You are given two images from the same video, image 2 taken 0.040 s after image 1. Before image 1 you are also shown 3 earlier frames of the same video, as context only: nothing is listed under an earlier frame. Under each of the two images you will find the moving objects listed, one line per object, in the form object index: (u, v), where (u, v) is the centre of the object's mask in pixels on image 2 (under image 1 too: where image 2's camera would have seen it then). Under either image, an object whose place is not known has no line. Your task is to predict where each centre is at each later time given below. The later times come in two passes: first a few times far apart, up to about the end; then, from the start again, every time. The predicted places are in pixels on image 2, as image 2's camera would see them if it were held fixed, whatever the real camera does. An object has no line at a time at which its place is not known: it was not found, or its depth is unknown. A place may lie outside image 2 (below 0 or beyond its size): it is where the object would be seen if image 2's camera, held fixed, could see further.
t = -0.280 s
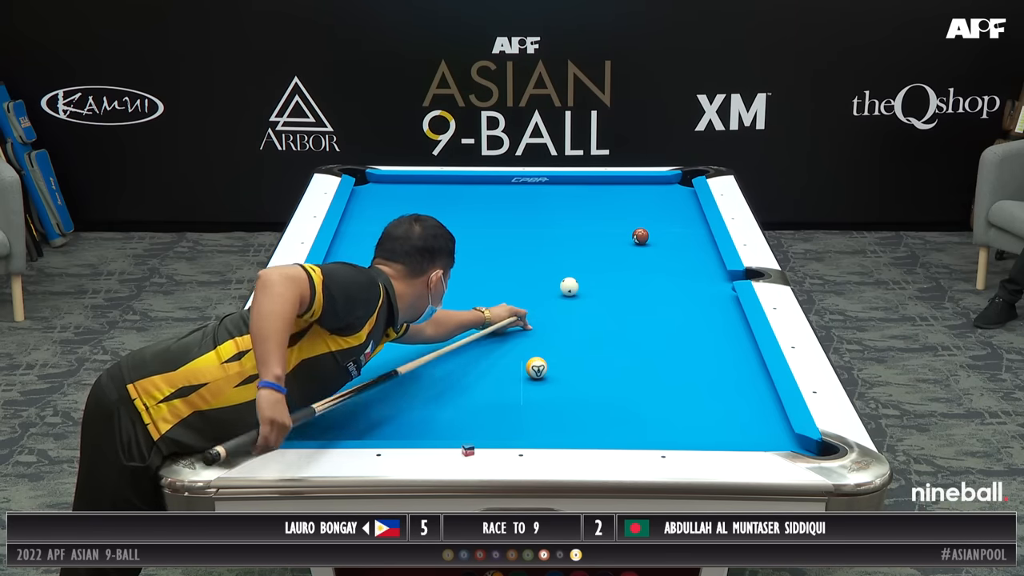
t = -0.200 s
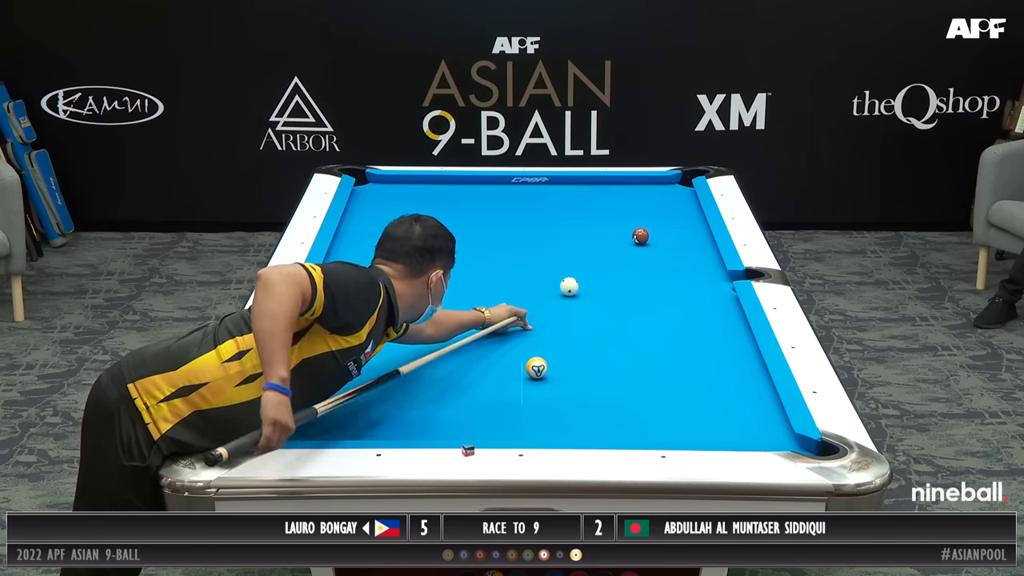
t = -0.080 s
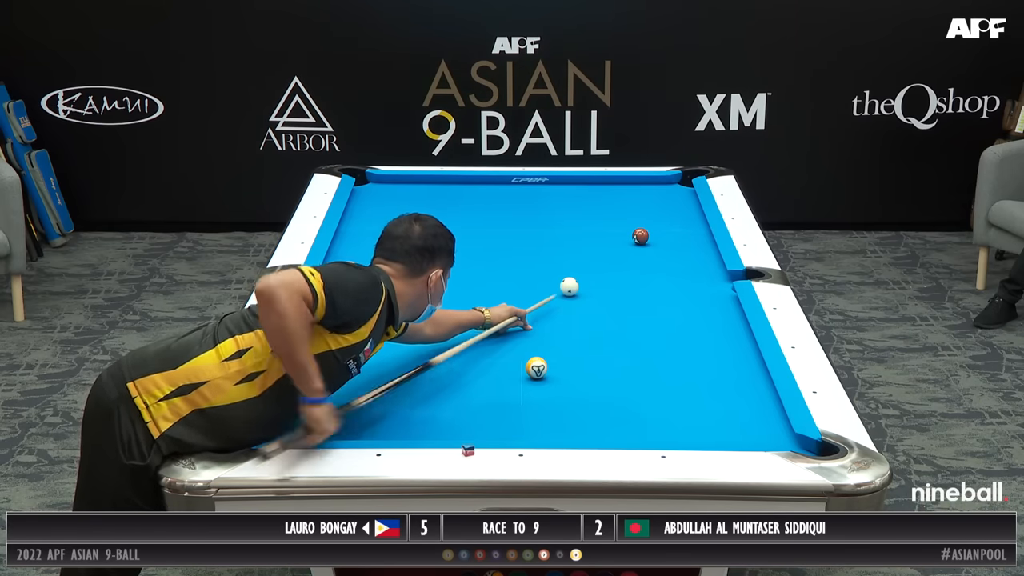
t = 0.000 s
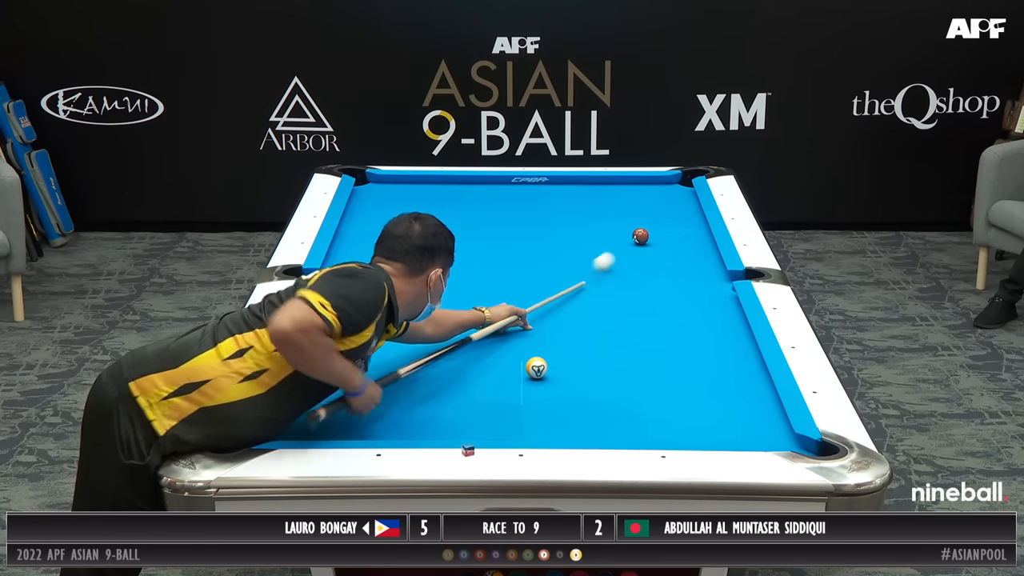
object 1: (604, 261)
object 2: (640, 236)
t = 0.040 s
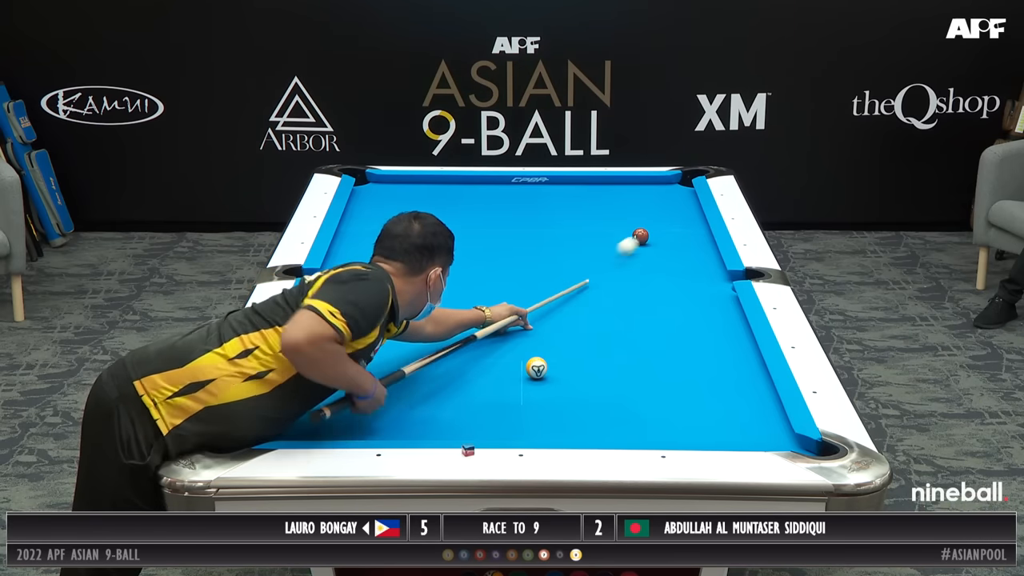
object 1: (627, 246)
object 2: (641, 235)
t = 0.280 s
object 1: (684, 242)
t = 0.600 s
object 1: (690, 247)
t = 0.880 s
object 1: (668, 253)
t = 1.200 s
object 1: (643, 258)
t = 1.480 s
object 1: (624, 263)
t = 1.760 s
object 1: (605, 268)
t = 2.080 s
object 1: (586, 272)
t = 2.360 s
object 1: (570, 276)
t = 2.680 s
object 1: (554, 280)
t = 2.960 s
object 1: (541, 282)
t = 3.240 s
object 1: (529, 285)
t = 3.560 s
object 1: (518, 287)
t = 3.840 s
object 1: (510, 288)
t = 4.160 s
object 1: (503, 290)
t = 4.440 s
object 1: (499, 290)
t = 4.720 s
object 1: (496, 291)
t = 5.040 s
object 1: (495, 291)
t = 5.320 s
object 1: (495, 291)
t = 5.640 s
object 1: (495, 291)
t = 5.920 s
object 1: (495, 291)
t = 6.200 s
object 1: (495, 291)
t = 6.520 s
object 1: (495, 291)
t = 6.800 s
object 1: (495, 291)
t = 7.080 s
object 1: (495, 291)
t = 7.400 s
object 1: (495, 291)
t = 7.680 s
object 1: (495, 291)
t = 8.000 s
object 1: (495, 291)
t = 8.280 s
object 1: (495, 291)
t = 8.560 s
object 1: (495, 291)
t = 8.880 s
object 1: (495, 291)
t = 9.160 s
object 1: (495, 291)
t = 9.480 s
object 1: (495, 291)
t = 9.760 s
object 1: (495, 291)
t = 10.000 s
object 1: (495, 291)
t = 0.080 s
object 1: (643, 241)
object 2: (647, 227)
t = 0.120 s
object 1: (653, 241)
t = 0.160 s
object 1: (661, 241)
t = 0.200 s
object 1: (669, 242)
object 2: (674, 190)
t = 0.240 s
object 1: (676, 242)
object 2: (683, 178)
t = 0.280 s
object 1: (684, 242)
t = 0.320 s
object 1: (691, 243)
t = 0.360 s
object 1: (699, 243)
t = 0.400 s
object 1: (706, 243)
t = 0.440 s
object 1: (704, 244)
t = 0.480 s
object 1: (700, 245)
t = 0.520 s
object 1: (697, 246)
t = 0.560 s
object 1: (693, 247)
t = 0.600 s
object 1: (690, 247)
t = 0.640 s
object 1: (687, 248)
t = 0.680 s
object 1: (684, 249)
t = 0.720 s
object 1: (680, 250)
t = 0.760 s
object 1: (677, 250)
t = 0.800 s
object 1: (674, 251)
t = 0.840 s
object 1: (671, 252)
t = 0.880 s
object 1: (668, 253)
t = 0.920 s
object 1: (664, 254)
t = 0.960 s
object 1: (662, 254)
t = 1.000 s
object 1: (658, 255)
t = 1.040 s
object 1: (655, 255)
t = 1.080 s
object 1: (652, 256)
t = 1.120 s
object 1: (649, 257)
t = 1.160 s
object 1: (646, 258)
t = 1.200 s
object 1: (643, 258)
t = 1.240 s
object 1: (641, 259)
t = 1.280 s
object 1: (638, 260)
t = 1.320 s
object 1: (635, 261)
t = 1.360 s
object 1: (632, 261)
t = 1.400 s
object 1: (629, 262)
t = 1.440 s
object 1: (627, 263)
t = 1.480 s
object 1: (624, 263)
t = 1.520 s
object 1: (621, 264)
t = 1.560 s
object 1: (618, 264)
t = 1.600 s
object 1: (616, 265)
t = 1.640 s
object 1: (613, 266)
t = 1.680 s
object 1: (611, 266)
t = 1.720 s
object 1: (608, 267)
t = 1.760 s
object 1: (605, 268)
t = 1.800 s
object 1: (603, 268)
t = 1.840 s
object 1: (600, 269)
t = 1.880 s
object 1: (598, 269)
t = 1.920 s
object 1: (595, 270)
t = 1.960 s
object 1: (593, 271)
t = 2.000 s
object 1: (590, 271)
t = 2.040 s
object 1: (588, 272)
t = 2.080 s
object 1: (586, 272)
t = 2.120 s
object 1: (583, 273)
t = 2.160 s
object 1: (581, 273)
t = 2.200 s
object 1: (579, 274)
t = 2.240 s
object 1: (577, 274)
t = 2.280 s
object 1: (574, 275)
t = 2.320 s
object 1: (572, 275)
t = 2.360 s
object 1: (570, 276)
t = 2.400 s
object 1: (568, 276)
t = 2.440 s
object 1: (566, 277)
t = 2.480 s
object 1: (563, 277)
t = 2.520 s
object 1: (561, 278)
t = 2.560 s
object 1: (559, 278)
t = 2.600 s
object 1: (558, 279)
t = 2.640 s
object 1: (555, 279)
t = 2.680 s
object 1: (554, 280)
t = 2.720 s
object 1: (552, 280)
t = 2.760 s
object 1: (550, 280)
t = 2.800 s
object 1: (548, 281)
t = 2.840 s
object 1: (546, 281)
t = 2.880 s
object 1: (544, 282)
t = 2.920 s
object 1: (543, 282)
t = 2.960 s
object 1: (541, 282)
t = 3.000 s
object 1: (539, 283)
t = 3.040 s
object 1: (537, 283)
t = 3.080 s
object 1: (536, 283)
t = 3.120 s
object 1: (534, 284)
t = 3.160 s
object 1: (532, 284)
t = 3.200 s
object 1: (531, 284)
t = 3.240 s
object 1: (529, 285)
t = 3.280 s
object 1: (528, 285)
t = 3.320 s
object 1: (526, 285)
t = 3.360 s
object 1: (525, 286)
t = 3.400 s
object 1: (523, 286)
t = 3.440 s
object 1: (522, 286)
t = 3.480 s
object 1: (521, 286)
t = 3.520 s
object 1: (519, 287)
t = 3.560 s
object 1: (518, 287)
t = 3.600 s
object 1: (517, 287)
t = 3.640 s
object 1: (516, 287)
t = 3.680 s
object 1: (514, 287)
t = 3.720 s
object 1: (513, 288)
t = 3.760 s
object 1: (512, 288)
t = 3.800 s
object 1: (511, 288)
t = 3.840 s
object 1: (510, 288)
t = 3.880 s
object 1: (509, 288)
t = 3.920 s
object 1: (508, 289)
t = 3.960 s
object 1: (507, 289)
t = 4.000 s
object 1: (506, 289)
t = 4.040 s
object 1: (505, 289)
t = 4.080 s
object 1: (505, 289)
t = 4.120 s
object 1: (504, 289)
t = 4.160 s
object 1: (503, 290)
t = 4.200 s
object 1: (502, 290)
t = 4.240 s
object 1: (502, 290)
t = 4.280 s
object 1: (501, 290)
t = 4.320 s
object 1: (500, 290)
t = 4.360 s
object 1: (500, 290)
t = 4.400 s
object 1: (499, 290)
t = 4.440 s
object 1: (499, 290)
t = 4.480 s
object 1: (498, 290)
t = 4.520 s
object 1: (498, 290)
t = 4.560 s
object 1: (497, 290)
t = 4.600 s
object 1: (497, 290)
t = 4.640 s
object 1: (496, 291)
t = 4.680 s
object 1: (496, 291)
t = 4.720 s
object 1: (496, 291)
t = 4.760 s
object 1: (496, 290)
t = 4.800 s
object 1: (495, 291)
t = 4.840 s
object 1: (495, 291)
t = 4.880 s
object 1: (495, 291)
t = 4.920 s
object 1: (495, 291)
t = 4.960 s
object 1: (495, 291)
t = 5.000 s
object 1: (495, 291)
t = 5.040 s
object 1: (495, 291)
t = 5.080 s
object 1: (495, 291)
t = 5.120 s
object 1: (495, 291)
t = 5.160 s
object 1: (495, 291)
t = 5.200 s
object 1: (495, 291)
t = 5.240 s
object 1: (495, 291)
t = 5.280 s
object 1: (495, 291)
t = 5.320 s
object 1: (495, 291)
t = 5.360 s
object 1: (495, 291)
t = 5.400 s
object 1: (495, 291)
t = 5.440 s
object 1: (495, 291)
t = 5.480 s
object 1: (495, 291)
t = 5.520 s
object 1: (495, 291)
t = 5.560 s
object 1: (495, 291)
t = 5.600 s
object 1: (495, 291)
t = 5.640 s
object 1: (495, 291)
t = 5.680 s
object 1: (495, 291)
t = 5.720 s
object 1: (495, 291)
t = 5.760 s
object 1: (495, 291)
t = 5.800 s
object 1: (495, 291)
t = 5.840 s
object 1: (495, 291)
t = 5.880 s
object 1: (495, 291)
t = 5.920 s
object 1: (495, 291)
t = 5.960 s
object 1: (495, 291)
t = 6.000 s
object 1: (495, 291)
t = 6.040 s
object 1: (495, 291)
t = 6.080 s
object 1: (495, 291)
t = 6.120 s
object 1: (495, 291)
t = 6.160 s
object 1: (495, 291)
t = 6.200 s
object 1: (495, 291)
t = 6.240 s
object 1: (495, 291)
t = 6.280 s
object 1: (495, 291)
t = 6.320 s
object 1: (495, 291)
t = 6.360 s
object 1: (495, 291)
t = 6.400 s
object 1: (495, 291)
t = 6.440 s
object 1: (495, 291)
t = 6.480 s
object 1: (495, 291)
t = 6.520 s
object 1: (495, 291)
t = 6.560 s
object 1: (495, 291)
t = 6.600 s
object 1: (495, 291)
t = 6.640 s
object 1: (495, 291)
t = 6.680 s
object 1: (495, 291)
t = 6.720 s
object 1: (495, 291)
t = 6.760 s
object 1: (495, 291)
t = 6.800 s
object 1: (495, 291)
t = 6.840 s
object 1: (495, 291)
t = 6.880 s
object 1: (495, 291)
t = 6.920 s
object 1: (495, 291)
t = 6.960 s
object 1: (495, 291)
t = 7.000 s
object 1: (495, 291)
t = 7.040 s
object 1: (495, 291)
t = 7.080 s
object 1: (495, 291)
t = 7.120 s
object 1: (495, 291)
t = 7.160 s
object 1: (495, 291)
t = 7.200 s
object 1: (495, 291)
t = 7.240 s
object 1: (495, 291)
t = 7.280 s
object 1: (495, 291)
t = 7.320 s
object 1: (495, 291)
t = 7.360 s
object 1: (495, 291)
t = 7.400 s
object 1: (495, 291)
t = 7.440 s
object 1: (495, 291)
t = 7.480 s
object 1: (495, 291)
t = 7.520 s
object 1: (495, 291)
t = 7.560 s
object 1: (495, 291)
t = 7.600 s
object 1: (495, 291)
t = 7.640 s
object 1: (495, 291)
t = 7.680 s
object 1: (495, 291)
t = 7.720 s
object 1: (495, 291)
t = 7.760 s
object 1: (495, 291)
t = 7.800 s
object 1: (495, 291)
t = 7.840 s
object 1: (495, 291)
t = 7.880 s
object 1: (495, 291)
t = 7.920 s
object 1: (495, 291)
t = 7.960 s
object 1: (495, 291)
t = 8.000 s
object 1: (495, 291)
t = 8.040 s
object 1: (495, 291)
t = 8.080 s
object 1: (495, 291)
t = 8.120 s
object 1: (495, 291)
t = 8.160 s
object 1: (495, 291)
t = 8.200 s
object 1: (495, 291)
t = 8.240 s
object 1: (495, 290)
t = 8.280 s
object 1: (495, 291)
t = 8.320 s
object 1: (495, 291)
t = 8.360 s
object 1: (495, 291)
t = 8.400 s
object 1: (495, 291)
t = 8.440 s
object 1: (495, 291)
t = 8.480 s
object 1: (495, 291)
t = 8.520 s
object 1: (495, 291)
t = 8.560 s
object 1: (495, 291)
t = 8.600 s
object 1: (495, 291)
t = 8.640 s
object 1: (495, 291)
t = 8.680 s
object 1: (495, 291)
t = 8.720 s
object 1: (495, 291)
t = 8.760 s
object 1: (495, 291)
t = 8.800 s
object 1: (495, 291)
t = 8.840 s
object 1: (495, 290)
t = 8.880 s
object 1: (495, 291)
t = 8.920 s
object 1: (495, 291)
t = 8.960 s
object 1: (495, 291)
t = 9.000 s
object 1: (495, 291)
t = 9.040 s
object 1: (495, 291)
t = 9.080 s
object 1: (495, 291)
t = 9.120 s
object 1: (495, 291)
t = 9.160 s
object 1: (495, 291)
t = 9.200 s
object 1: (495, 291)
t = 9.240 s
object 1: (495, 291)
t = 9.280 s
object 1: (495, 291)
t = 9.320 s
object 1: (495, 291)
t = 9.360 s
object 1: (495, 291)
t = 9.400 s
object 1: (495, 291)
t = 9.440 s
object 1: (495, 291)
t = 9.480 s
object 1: (495, 291)
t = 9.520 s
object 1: (495, 291)
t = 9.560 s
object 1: (495, 291)
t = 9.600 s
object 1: (495, 291)
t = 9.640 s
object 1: (495, 291)
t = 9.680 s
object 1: (495, 291)
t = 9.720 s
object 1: (495, 291)
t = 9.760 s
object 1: (495, 291)
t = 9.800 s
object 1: (495, 291)
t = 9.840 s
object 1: (495, 291)
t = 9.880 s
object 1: (495, 291)
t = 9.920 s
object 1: (495, 291)
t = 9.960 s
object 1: (495, 291)
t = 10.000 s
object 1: (495, 291)
